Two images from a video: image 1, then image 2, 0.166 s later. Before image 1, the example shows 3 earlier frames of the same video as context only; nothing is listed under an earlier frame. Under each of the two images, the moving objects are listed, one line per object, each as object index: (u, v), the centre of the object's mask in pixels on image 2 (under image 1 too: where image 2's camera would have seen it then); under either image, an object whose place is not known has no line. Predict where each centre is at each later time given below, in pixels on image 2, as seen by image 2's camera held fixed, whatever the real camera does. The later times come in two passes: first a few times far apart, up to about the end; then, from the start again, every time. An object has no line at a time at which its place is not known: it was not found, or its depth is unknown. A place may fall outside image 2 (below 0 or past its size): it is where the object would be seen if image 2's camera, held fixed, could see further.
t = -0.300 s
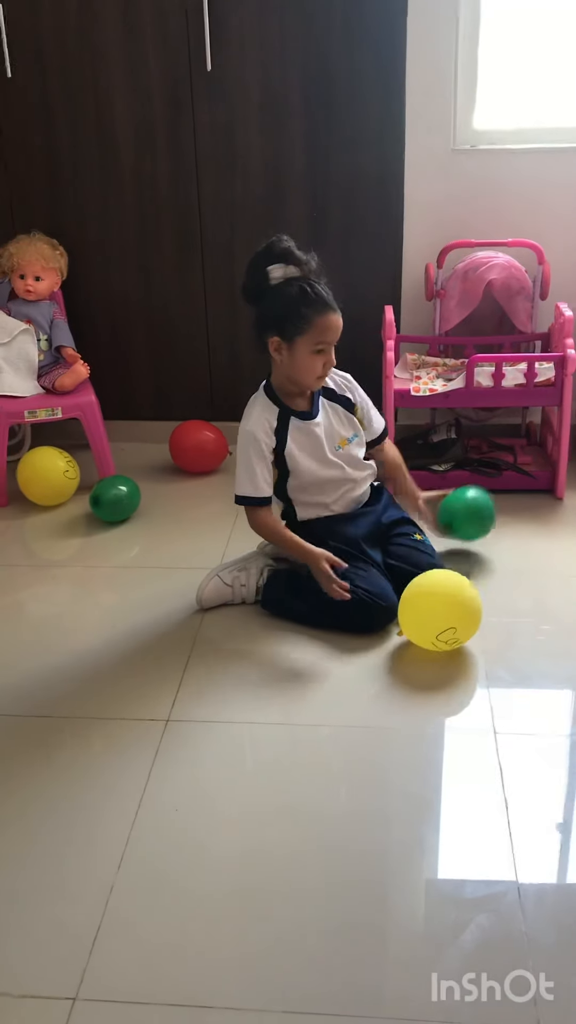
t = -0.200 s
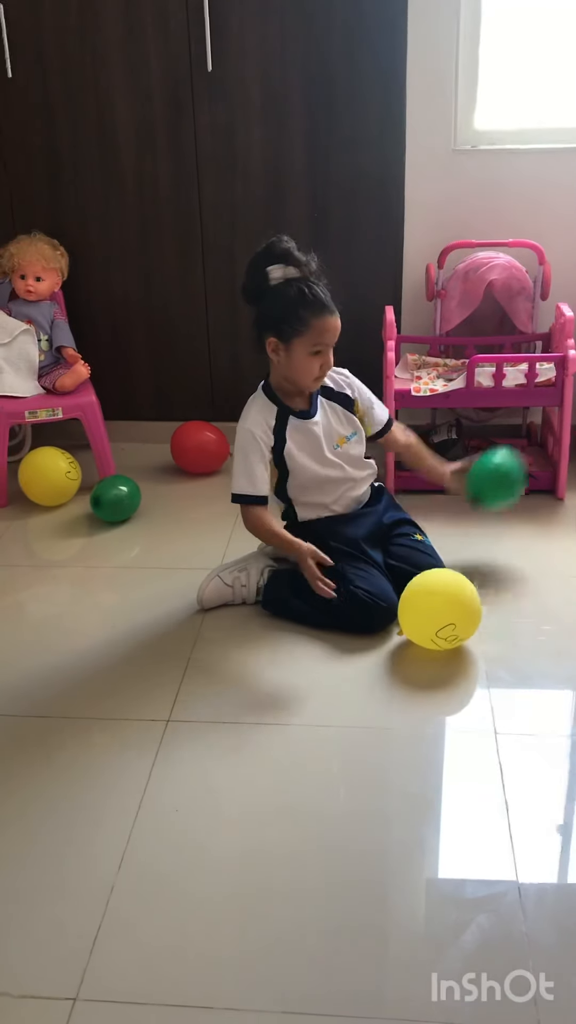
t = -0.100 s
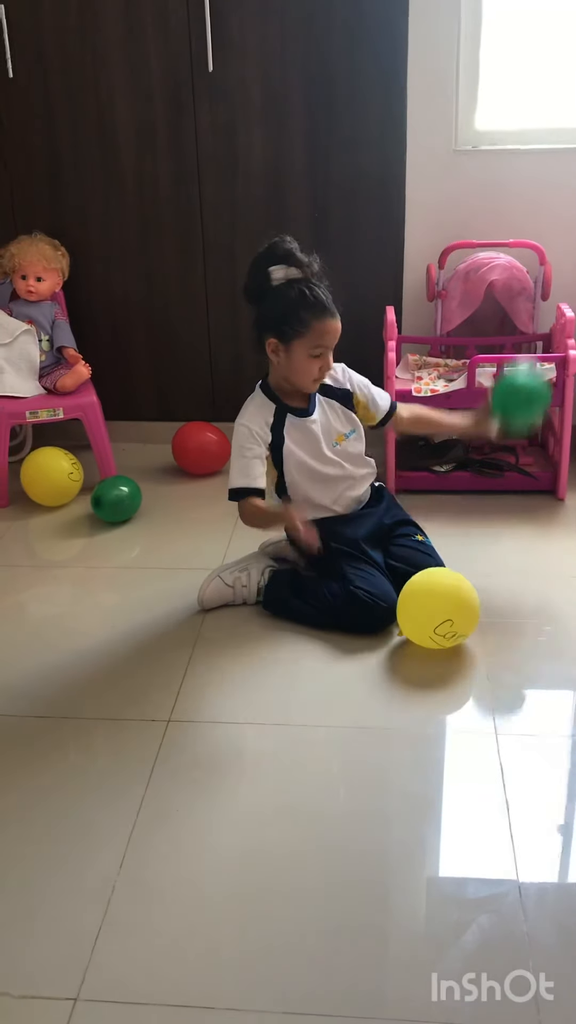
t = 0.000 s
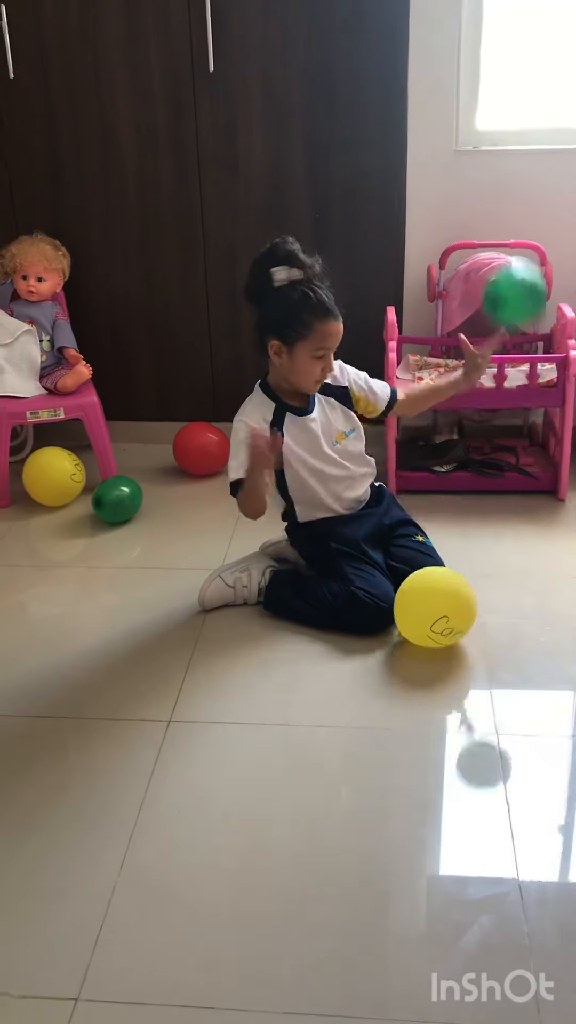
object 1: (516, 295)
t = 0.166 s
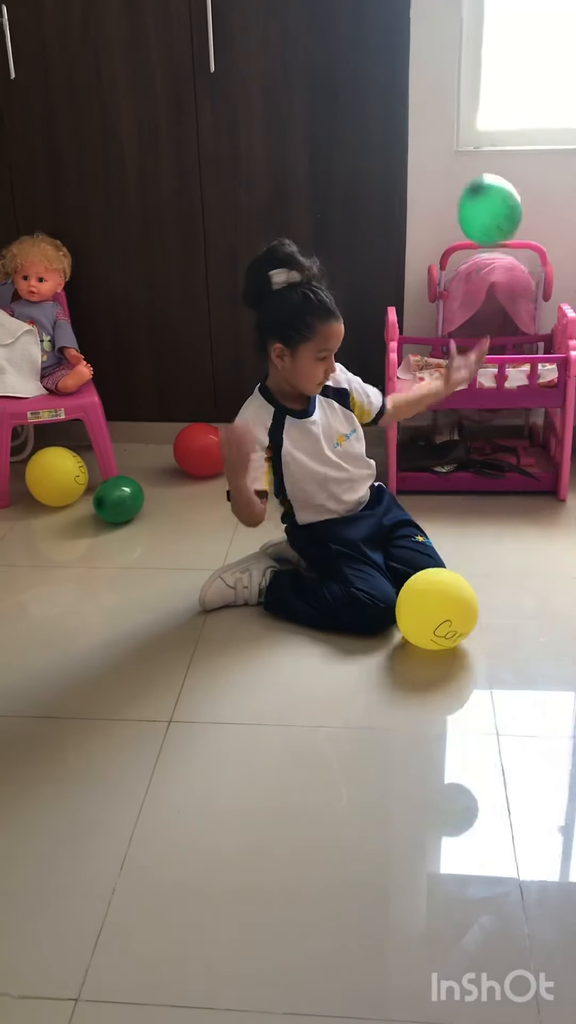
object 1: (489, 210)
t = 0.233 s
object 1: (482, 198)
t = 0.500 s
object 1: (452, 233)
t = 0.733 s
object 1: (419, 335)
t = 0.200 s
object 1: (486, 203)
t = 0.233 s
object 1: (482, 198)
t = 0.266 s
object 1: (479, 195)
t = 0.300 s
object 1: (476, 194)
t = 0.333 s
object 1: (473, 196)
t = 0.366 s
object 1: (469, 200)
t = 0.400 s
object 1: (465, 206)
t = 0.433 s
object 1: (461, 213)
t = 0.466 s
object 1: (457, 222)
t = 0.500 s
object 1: (452, 233)
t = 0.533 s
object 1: (448, 246)
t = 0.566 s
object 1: (443, 260)
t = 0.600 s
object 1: (438, 274)
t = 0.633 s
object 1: (434, 289)
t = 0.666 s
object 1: (429, 305)
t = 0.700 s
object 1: (424, 320)
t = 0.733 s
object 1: (419, 335)
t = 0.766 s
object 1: (414, 349)
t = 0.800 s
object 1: (407, 365)
